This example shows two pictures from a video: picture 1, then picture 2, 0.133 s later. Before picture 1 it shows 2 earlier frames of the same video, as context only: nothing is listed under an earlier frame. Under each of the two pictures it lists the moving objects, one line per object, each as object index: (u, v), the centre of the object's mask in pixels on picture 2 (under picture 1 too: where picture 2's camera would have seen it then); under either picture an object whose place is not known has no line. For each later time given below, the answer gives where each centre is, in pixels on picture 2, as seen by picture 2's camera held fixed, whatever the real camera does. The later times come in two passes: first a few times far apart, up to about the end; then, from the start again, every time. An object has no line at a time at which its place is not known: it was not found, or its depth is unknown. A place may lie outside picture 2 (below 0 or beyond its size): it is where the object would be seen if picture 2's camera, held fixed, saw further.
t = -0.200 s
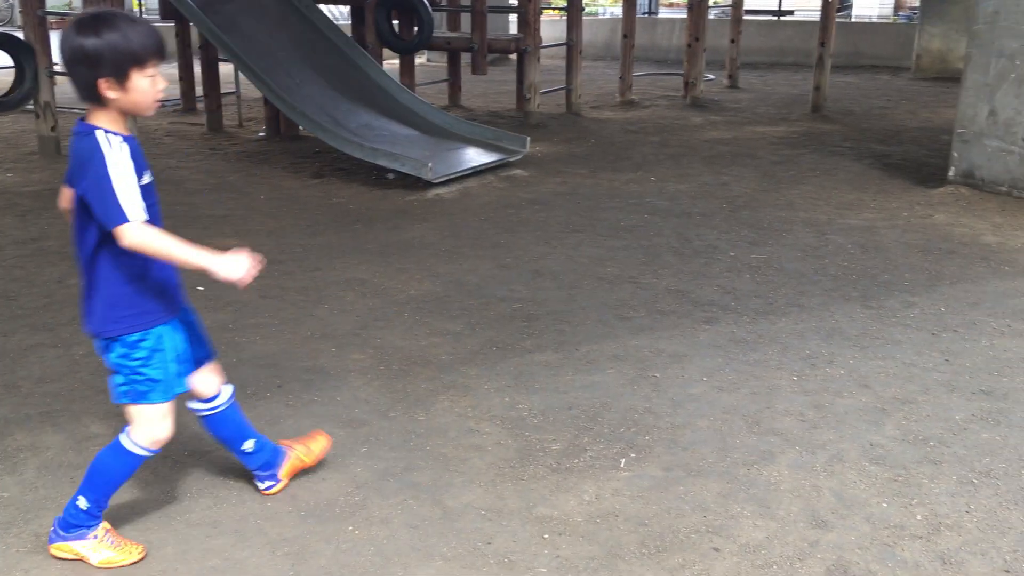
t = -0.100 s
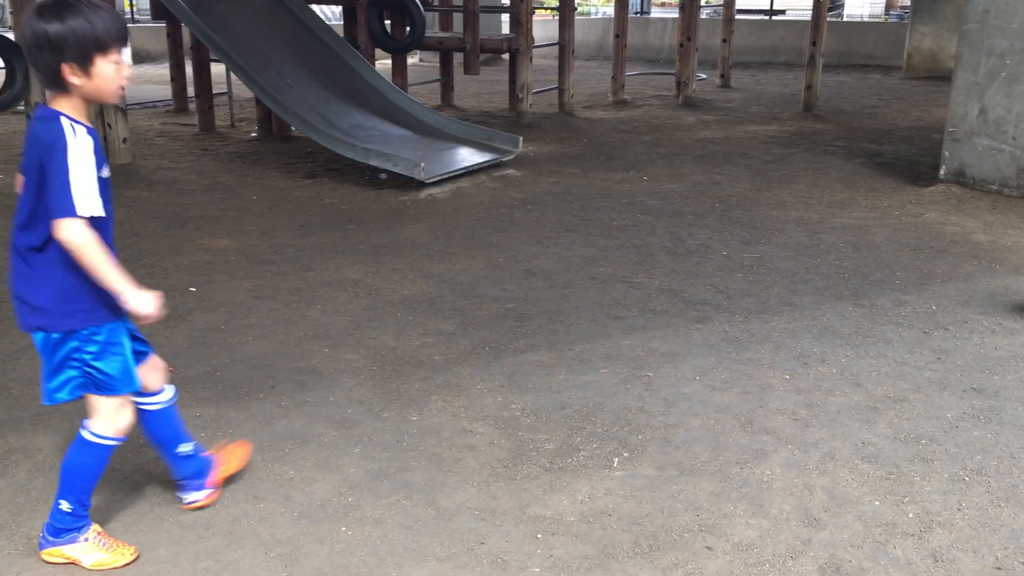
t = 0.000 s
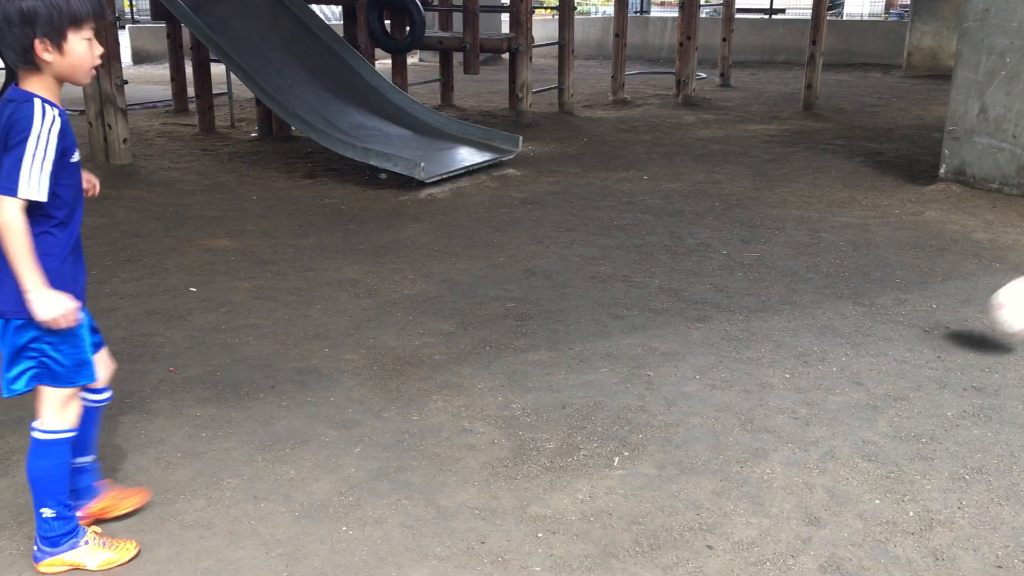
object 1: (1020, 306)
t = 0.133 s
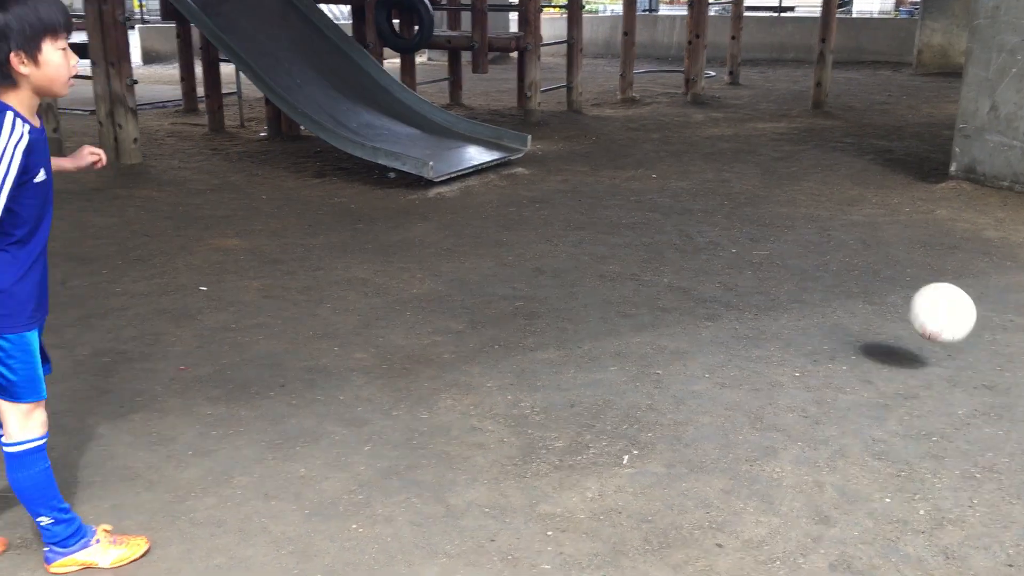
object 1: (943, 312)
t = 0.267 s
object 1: (868, 304)
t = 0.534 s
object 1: (693, 383)
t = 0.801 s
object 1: (507, 443)
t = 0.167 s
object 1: (926, 306)
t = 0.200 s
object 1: (907, 302)
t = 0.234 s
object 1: (888, 301)
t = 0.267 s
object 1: (868, 304)
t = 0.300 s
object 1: (848, 308)
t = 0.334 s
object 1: (826, 318)
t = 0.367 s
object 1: (804, 330)
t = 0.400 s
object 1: (781, 347)
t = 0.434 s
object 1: (758, 366)
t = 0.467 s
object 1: (734, 388)
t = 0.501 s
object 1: (713, 391)
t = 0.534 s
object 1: (693, 383)
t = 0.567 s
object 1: (672, 378)
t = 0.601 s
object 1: (651, 376)
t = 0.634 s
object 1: (628, 379)
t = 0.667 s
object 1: (605, 384)
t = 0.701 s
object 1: (582, 393)
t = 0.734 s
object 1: (557, 406)
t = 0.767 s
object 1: (532, 423)
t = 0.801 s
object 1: (507, 443)
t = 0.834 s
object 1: (483, 446)
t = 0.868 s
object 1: (459, 435)
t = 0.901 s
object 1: (435, 428)
